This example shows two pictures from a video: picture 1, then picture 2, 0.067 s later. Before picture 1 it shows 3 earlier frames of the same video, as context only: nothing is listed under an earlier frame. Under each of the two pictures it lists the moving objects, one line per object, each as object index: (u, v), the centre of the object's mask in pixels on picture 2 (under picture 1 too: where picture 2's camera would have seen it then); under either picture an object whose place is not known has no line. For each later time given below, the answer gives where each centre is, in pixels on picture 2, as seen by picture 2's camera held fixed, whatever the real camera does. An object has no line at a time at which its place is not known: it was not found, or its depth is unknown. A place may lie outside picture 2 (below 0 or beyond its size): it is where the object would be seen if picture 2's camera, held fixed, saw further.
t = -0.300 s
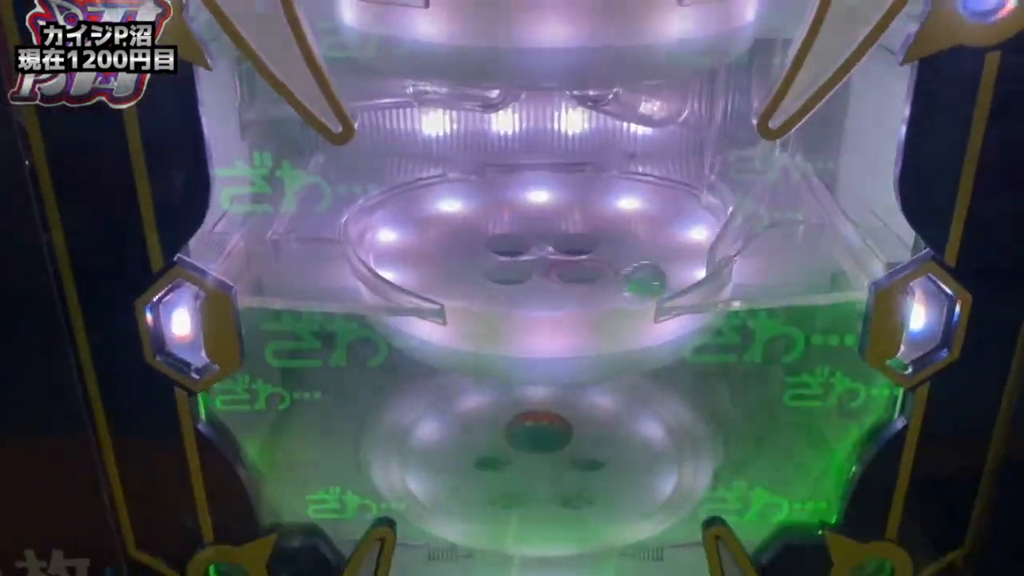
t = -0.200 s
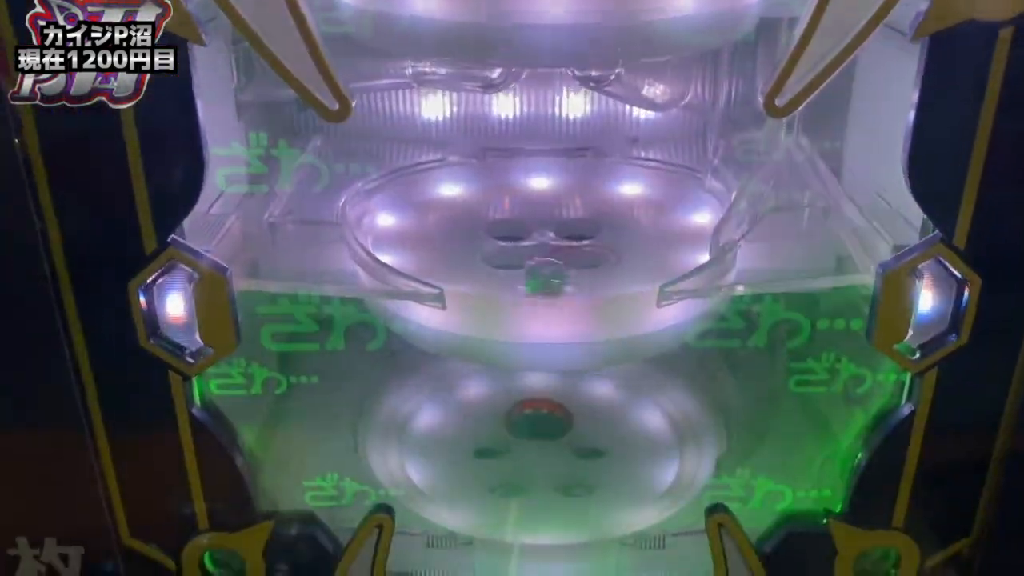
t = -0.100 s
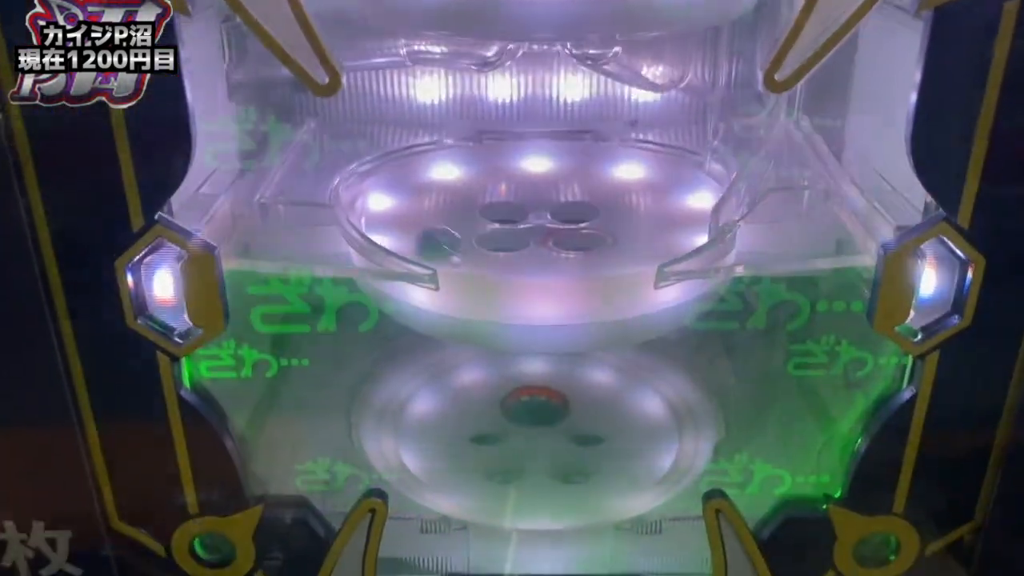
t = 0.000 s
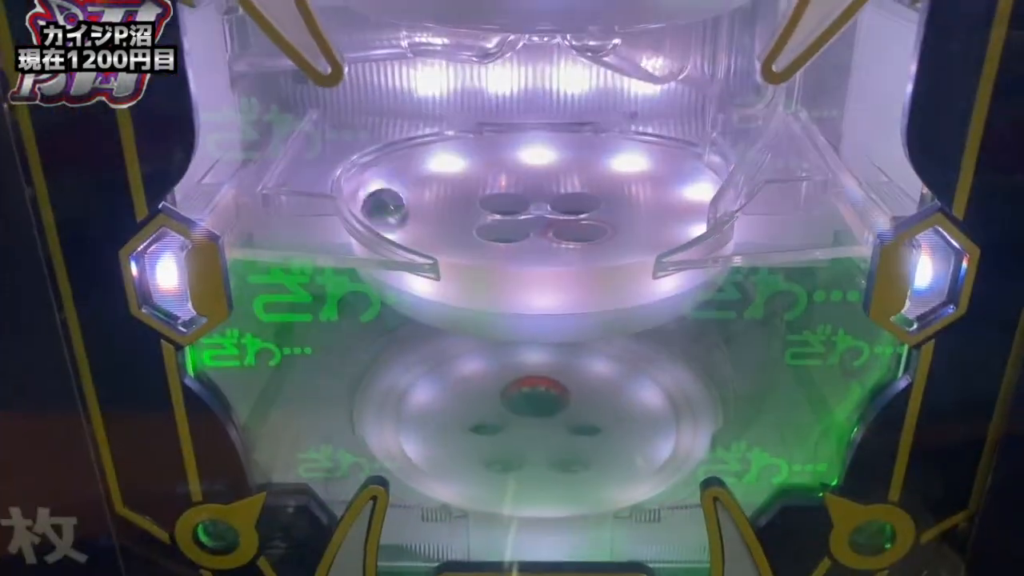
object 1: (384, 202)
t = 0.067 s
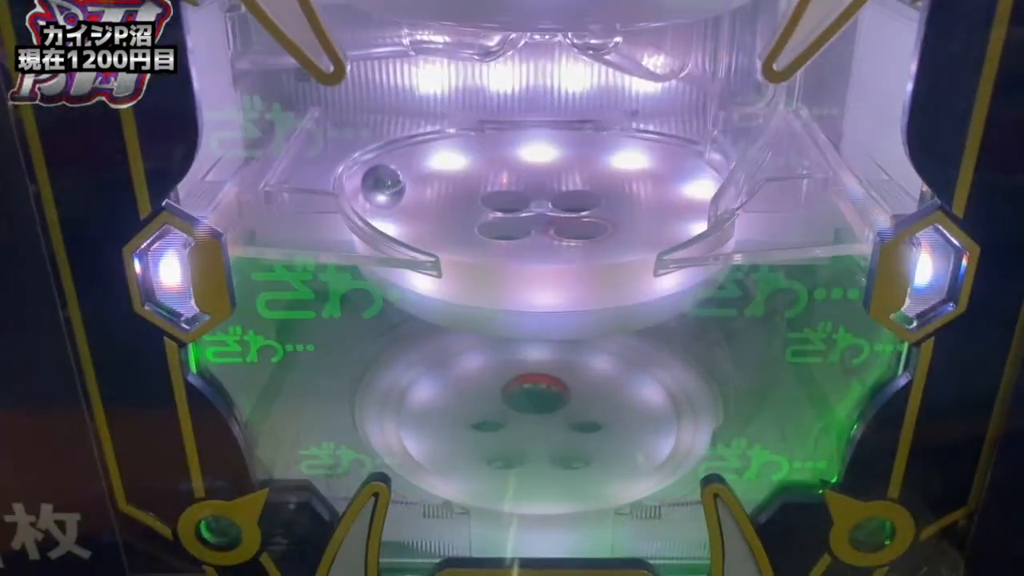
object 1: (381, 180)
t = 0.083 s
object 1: (383, 174)
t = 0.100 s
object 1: (386, 169)
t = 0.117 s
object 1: (391, 165)
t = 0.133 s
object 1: (397, 160)
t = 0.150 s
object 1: (404, 155)
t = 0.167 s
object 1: (412, 152)
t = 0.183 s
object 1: (421, 148)
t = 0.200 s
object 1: (430, 145)
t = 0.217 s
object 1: (439, 142)
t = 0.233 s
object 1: (449, 140)
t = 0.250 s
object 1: (460, 137)
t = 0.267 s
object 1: (471, 135)
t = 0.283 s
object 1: (483, 133)
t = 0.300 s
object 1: (495, 131)
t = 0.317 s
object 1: (505, 131)
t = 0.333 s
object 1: (517, 130)
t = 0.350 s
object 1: (529, 130)
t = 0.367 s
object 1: (541, 129)
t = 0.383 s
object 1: (554, 129)
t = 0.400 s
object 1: (565, 130)
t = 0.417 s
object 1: (576, 130)
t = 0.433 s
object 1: (587, 131)
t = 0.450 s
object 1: (599, 133)
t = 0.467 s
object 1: (610, 135)
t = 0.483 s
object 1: (620, 136)
